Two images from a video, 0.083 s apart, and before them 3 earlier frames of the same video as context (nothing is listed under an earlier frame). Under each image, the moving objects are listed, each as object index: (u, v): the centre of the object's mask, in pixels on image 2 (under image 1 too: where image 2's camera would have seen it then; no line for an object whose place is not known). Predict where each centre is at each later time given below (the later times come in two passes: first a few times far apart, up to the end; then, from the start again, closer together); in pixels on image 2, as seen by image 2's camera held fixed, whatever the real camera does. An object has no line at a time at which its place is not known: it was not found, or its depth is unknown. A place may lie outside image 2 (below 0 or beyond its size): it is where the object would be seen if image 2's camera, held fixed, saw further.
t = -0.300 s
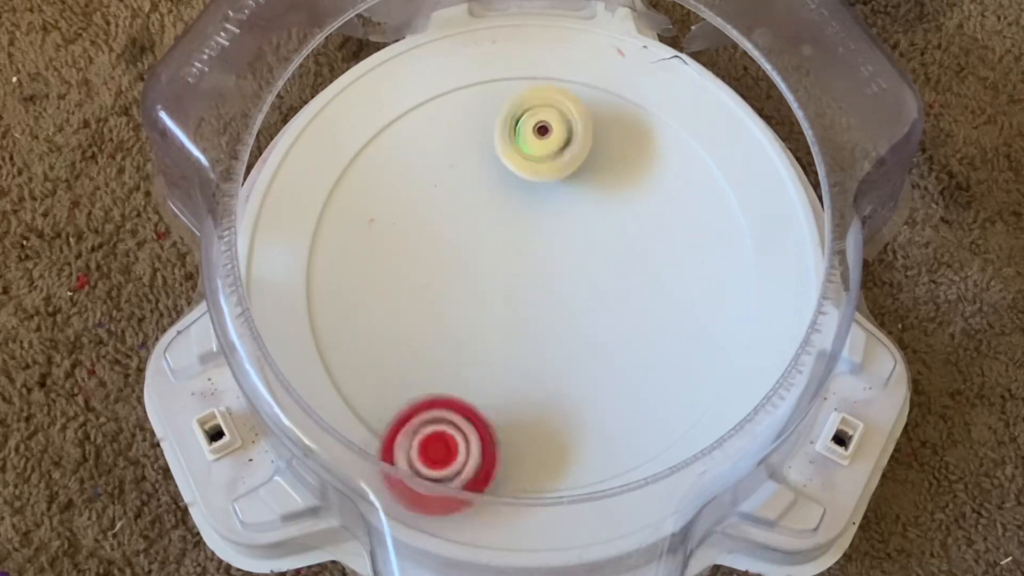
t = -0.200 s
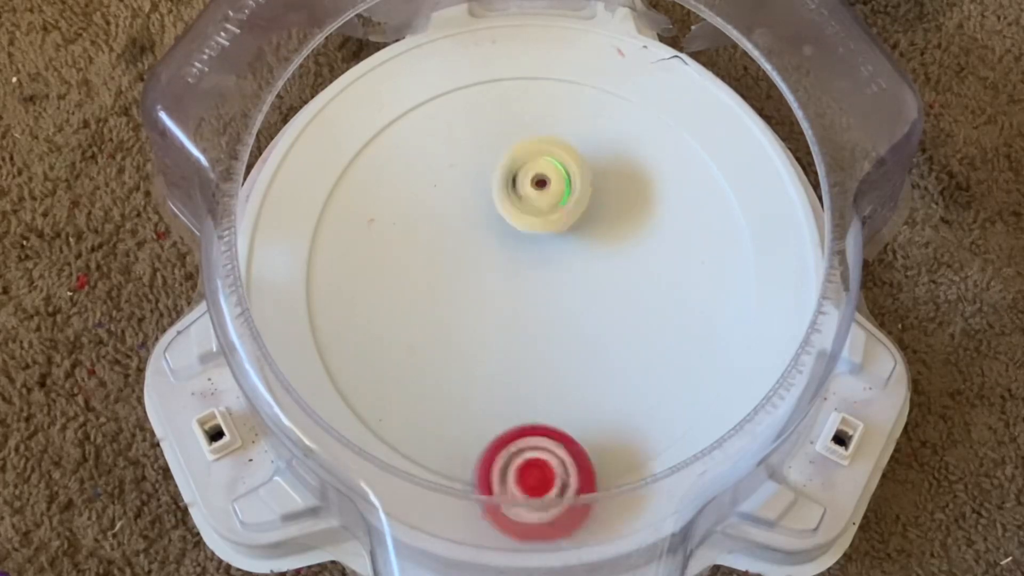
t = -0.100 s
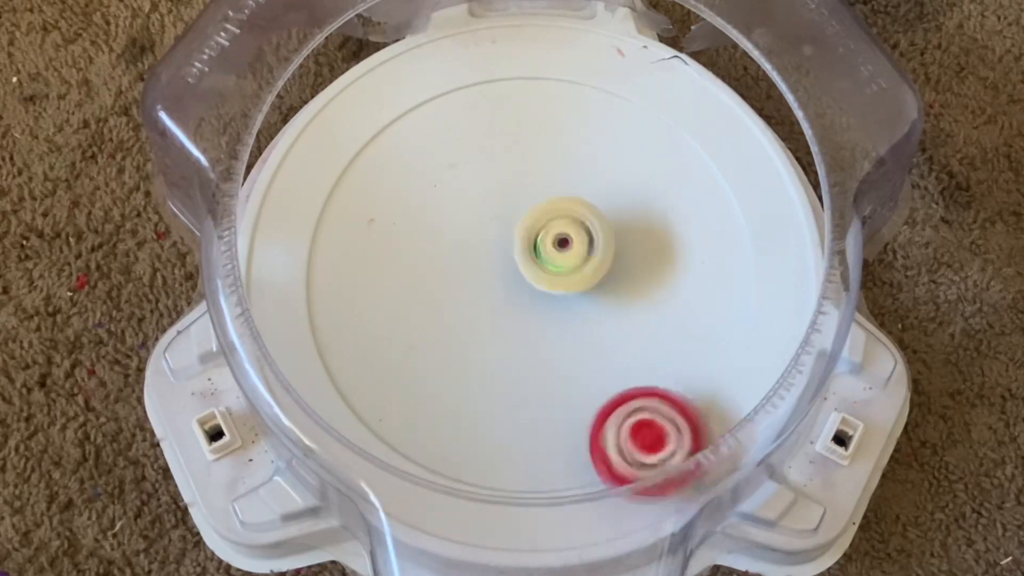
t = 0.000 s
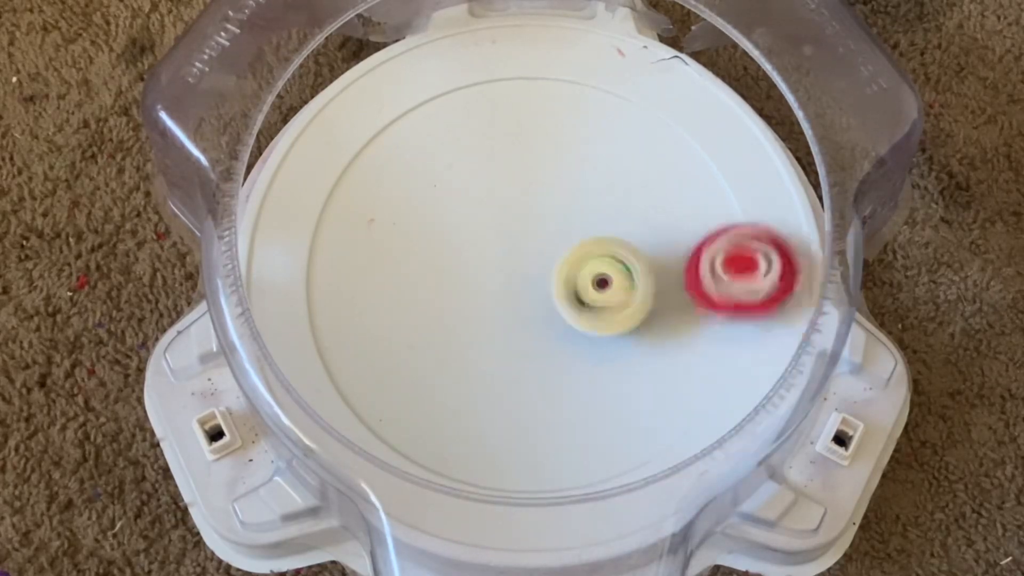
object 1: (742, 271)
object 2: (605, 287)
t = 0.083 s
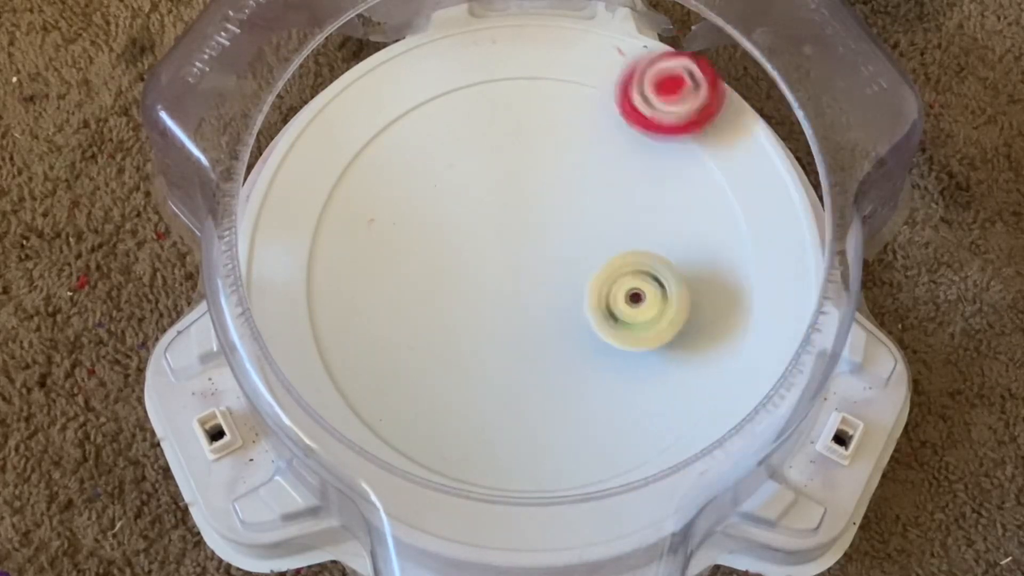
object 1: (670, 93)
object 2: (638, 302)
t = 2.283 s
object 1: (477, 275)
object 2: (543, 89)
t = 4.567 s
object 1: (465, 322)
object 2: (523, 162)
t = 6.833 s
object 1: (538, 193)
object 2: (433, 288)
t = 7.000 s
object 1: (533, 192)
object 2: (455, 256)
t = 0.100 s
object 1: (647, 69)
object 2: (644, 303)
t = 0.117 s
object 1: (624, 48)
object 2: (650, 303)
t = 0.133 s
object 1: (599, 38)
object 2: (656, 304)
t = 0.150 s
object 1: (565, 37)
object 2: (660, 303)
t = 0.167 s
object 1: (535, 37)
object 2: (665, 303)
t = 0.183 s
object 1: (504, 40)
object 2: (669, 302)
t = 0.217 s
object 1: (444, 50)
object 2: (678, 300)
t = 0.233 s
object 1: (415, 60)
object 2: (681, 299)
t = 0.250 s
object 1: (387, 74)
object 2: (685, 298)
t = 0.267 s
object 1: (357, 89)
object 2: (688, 296)
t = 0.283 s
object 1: (331, 105)
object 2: (690, 295)
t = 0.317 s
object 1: (294, 154)
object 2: (694, 291)
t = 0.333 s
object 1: (273, 183)
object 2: (694, 288)
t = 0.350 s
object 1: (260, 213)
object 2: (695, 286)
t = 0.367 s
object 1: (278, 238)
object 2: (694, 284)
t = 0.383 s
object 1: (295, 267)
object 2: (692, 281)
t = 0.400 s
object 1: (315, 291)
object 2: (690, 279)
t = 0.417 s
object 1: (337, 318)
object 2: (687, 276)
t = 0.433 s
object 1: (359, 340)
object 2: (682, 273)
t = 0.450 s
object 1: (382, 362)
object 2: (677, 271)
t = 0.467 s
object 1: (407, 380)
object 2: (671, 269)
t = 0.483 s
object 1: (430, 396)
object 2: (664, 267)
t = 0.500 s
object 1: (455, 411)
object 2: (657, 266)
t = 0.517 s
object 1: (479, 423)
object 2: (650, 266)
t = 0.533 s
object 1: (503, 433)
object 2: (641, 267)
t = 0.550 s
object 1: (527, 439)
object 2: (632, 267)
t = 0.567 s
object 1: (551, 443)
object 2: (622, 269)
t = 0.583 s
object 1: (573, 443)
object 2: (612, 272)
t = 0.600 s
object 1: (594, 441)
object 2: (602, 274)
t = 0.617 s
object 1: (614, 436)
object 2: (592, 278)
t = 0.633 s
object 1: (633, 429)
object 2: (582, 282)
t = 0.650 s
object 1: (652, 422)
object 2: (572, 287)
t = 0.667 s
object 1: (668, 409)
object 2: (562, 292)
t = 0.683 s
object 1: (683, 396)
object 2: (553, 297)
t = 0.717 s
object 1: (706, 367)
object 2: (536, 310)
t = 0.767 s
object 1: (725, 325)
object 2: (514, 330)
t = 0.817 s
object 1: (730, 284)
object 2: (500, 349)
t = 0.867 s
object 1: (722, 253)
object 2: (493, 366)
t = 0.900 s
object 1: (712, 235)
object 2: (490, 376)
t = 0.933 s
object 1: (700, 220)
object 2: (490, 385)
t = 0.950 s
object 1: (694, 214)
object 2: (490, 388)
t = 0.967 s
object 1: (687, 209)
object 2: (491, 392)
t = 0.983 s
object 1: (679, 204)
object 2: (492, 395)
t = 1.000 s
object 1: (671, 200)
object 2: (493, 397)
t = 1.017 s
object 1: (663, 196)
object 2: (493, 399)
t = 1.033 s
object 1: (656, 193)
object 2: (494, 400)
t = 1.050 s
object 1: (649, 190)
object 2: (497, 402)
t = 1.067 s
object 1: (641, 188)
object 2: (498, 402)
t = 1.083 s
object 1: (634, 186)
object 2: (500, 402)
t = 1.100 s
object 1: (626, 185)
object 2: (503, 402)
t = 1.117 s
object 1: (619, 185)
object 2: (505, 401)
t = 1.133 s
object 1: (611, 184)
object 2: (507, 400)
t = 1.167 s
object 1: (599, 183)
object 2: (511, 397)
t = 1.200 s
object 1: (588, 184)
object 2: (515, 391)
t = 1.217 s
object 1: (583, 184)
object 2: (517, 388)
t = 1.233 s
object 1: (577, 185)
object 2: (518, 384)
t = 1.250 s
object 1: (572, 184)
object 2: (517, 379)
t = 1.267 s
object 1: (567, 184)
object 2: (517, 374)
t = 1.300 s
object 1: (558, 185)
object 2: (515, 363)
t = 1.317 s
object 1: (553, 186)
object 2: (513, 356)
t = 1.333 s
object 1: (548, 187)
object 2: (512, 349)
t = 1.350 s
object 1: (543, 187)
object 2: (510, 343)
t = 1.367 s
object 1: (538, 188)
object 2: (505, 336)
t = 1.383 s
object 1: (534, 189)
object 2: (502, 328)
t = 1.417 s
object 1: (524, 192)
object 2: (493, 314)
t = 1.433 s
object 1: (520, 193)
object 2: (488, 307)
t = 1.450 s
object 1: (515, 195)
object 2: (484, 301)
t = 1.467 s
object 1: (511, 196)
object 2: (477, 295)
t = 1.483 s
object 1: (506, 199)
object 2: (470, 289)
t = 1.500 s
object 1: (503, 199)
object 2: (465, 283)
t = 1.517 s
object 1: (508, 190)
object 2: (447, 285)
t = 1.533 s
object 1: (524, 173)
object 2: (424, 294)
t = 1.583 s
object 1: (566, 131)
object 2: (353, 335)
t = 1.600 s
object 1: (578, 120)
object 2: (333, 342)
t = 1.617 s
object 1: (585, 111)
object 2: (318, 349)
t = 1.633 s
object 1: (592, 104)
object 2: (302, 359)
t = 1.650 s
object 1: (598, 98)
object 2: (305, 366)
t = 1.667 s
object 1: (602, 93)
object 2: (316, 368)
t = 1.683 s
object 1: (599, 95)
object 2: (332, 368)
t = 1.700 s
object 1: (594, 100)
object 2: (351, 369)
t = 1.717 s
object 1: (590, 107)
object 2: (368, 369)
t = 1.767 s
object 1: (568, 126)
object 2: (430, 364)
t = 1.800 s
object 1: (555, 141)
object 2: (469, 358)
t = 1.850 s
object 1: (537, 163)
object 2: (523, 336)
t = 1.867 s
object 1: (532, 171)
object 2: (540, 326)
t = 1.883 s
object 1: (527, 178)
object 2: (554, 315)
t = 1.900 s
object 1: (523, 185)
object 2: (569, 304)
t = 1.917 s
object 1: (519, 191)
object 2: (579, 290)
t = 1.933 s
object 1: (516, 197)
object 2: (590, 277)
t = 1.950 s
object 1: (513, 203)
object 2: (597, 264)
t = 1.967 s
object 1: (510, 208)
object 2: (607, 250)
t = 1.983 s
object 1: (507, 212)
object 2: (611, 237)
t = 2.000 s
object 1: (505, 216)
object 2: (615, 223)
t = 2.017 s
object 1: (503, 220)
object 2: (617, 211)
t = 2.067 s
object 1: (497, 230)
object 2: (616, 174)
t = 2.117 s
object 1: (493, 240)
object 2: (605, 142)
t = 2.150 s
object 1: (489, 247)
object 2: (595, 125)
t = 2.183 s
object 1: (486, 254)
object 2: (582, 111)
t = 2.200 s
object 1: (485, 258)
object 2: (576, 106)
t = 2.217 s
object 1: (483, 261)
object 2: (570, 100)
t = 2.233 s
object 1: (482, 265)
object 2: (563, 97)
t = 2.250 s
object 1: (480, 268)
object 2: (556, 93)
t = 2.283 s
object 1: (477, 275)
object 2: (543, 89)
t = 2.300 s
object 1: (476, 277)
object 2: (536, 88)
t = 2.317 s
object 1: (475, 281)
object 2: (529, 87)
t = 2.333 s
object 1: (473, 284)
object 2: (522, 88)
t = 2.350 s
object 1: (472, 287)
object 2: (515, 89)
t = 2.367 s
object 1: (471, 290)
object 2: (507, 90)
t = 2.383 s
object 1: (471, 293)
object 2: (500, 93)
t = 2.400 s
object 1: (469, 296)
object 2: (492, 96)
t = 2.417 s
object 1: (469, 299)
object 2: (486, 100)
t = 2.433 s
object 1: (467, 302)
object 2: (478, 104)
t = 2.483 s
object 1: (464, 309)
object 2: (458, 124)
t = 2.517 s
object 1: (463, 314)
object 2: (446, 144)
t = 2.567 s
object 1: (461, 320)
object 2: (439, 181)
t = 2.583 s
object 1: (461, 323)
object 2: (438, 194)
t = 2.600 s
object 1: (460, 324)
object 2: (440, 209)
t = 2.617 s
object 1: (460, 326)
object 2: (442, 222)
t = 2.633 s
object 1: (460, 329)
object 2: (446, 235)
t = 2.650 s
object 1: (461, 340)
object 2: (449, 239)
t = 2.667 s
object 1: (462, 349)
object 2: (455, 245)
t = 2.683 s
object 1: (463, 358)
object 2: (459, 248)
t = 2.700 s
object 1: (465, 365)
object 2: (464, 252)
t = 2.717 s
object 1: (468, 370)
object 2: (469, 256)
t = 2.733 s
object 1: (470, 373)
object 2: (474, 259)
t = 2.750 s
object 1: (472, 376)
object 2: (479, 262)
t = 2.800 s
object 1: (476, 379)
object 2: (494, 271)
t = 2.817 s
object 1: (477, 380)
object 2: (500, 274)
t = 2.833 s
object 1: (478, 379)
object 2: (504, 276)
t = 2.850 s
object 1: (479, 380)
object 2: (509, 278)
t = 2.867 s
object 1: (478, 384)
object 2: (514, 275)
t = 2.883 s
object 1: (475, 390)
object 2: (522, 268)
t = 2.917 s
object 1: (471, 401)
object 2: (536, 254)
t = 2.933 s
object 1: (470, 404)
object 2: (542, 250)
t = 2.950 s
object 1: (469, 405)
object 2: (547, 245)
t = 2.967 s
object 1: (469, 405)
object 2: (553, 241)
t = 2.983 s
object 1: (471, 405)
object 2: (556, 237)
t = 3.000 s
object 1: (472, 403)
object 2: (559, 235)
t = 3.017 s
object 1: (475, 402)
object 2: (564, 233)
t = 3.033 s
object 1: (477, 401)
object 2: (564, 232)
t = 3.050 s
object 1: (479, 400)
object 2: (566, 232)
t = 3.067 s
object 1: (481, 399)
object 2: (566, 232)
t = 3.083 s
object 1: (483, 397)
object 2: (566, 232)
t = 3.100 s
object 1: (485, 396)
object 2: (564, 232)
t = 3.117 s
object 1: (487, 394)
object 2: (562, 233)
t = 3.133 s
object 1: (489, 391)
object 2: (560, 234)
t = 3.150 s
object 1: (491, 389)
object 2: (556, 234)
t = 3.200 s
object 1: (498, 382)
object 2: (545, 234)
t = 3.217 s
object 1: (500, 379)
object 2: (540, 234)
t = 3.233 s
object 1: (503, 377)
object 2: (535, 233)
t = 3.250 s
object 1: (505, 373)
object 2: (532, 232)
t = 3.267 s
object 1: (507, 370)
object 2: (528, 229)
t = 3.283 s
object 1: (509, 367)
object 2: (524, 228)
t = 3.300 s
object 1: (512, 363)
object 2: (522, 226)
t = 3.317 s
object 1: (514, 360)
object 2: (520, 222)
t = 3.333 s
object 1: (516, 357)
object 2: (518, 220)
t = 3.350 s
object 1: (519, 353)
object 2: (516, 219)
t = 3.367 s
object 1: (522, 350)
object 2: (516, 215)
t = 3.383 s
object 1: (524, 344)
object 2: (515, 213)
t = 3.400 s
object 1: (527, 341)
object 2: (515, 211)
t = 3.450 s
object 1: (535, 325)
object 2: (515, 207)
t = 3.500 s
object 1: (542, 309)
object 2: (516, 203)
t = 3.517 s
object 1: (545, 304)
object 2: (515, 203)
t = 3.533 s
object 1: (547, 299)
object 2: (517, 202)
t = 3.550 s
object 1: (550, 303)
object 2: (515, 193)
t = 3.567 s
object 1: (553, 325)
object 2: (515, 171)
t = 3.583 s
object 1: (557, 349)
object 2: (516, 147)
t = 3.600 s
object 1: (561, 365)
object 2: (516, 127)
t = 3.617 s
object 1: (565, 381)
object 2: (517, 108)
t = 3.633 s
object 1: (568, 393)
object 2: (519, 90)
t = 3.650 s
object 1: (573, 400)
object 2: (521, 75)
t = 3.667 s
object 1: (579, 406)
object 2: (523, 62)
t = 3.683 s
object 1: (585, 408)
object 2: (524, 51)
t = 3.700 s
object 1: (592, 409)
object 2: (527, 45)
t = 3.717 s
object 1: (600, 408)
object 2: (529, 46)
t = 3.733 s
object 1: (605, 408)
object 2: (530, 54)
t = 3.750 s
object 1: (610, 406)
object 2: (530, 58)
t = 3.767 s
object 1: (614, 404)
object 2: (533, 63)
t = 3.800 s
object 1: (620, 401)
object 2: (533, 79)
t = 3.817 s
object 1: (622, 399)
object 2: (536, 88)
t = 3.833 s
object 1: (624, 397)
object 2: (538, 97)
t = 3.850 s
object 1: (625, 395)
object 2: (541, 107)
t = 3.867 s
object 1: (626, 392)
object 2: (543, 119)
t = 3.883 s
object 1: (627, 390)
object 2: (547, 130)
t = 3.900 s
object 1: (627, 388)
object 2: (552, 141)
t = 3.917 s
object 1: (627, 386)
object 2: (555, 153)
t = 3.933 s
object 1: (628, 384)
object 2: (561, 165)
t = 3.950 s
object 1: (628, 381)
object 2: (568, 178)
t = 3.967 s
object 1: (628, 379)
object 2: (573, 189)
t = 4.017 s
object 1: (627, 371)
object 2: (595, 228)
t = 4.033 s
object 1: (626, 369)
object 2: (598, 242)
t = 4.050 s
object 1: (626, 366)
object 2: (601, 255)
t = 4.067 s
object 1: (624, 366)
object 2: (608, 267)
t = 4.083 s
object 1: (621, 372)
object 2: (612, 270)
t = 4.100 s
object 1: (611, 381)
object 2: (618, 264)
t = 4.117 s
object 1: (598, 396)
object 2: (626, 254)
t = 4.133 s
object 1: (583, 401)
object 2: (632, 249)
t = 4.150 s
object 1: (571, 406)
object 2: (639, 238)
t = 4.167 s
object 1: (556, 411)
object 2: (643, 226)
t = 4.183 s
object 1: (544, 412)
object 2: (648, 217)
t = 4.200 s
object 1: (532, 416)
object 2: (651, 208)
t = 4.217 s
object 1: (521, 416)
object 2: (654, 201)
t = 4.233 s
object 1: (513, 418)
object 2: (654, 191)
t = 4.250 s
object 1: (502, 418)
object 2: (653, 184)
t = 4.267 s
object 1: (494, 416)
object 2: (652, 175)
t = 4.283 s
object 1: (487, 414)
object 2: (647, 166)
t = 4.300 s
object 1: (480, 411)
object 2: (642, 159)
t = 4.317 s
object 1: (475, 407)
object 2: (636, 154)
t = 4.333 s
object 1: (471, 403)
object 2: (632, 148)
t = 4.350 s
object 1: (469, 398)
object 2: (622, 142)
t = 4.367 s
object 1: (468, 394)
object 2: (614, 138)
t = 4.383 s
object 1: (467, 389)
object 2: (608, 135)
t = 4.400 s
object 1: (468, 385)
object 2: (598, 132)
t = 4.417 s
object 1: (466, 380)
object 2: (588, 132)
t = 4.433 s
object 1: (466, 375)
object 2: (579, 131)
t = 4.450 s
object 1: (467, 371)
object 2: (571, 131)
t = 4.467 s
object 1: (465, 365)
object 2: (561, 133)
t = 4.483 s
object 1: (464, 358)
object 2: (553, 136)
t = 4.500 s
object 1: (464, 352)
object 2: (545, 139)
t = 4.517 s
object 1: (465, 346)
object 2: (539, 144)
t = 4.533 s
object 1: (464, 339)
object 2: (533, 149)
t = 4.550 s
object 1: (464, 331)
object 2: (528, 155)
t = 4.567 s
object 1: (465, 322)
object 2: (523, 162)
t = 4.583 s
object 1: (467, 315)
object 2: (520, 170)
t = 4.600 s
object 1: (467, 308)
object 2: (517, 179)
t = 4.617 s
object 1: (467, 300)
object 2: (516, 188)
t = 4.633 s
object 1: (468, 291)
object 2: (515, 200)
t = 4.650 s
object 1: (459, 293)
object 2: (521, 202)
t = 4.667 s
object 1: (436, 308)
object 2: (542, 192)
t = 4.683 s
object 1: (414, 320)
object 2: (560, 182)
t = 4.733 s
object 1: (365, 339)
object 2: (614, 162)
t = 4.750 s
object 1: (355, 342)
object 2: (628, 153)
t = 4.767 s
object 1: (348, 346)
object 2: (645, 148)
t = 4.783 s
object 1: (340, 350)
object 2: (658, 142)
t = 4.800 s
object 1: (336, 354)
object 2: (673, 136)
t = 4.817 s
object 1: (333, 359)
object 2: (683, 129)
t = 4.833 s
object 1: (333, 361)
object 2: (691, 125)
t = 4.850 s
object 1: (332, 365)
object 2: (700, 123)
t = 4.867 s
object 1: (332, 366)
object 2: (708, 121)
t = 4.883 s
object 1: (333, 366)
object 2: (714, 120)
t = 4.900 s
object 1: (334, 367)
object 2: (719, 120)
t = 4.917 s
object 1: (335, 368)
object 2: (724, 120)
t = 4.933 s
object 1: (336, 369)
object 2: (727, 120)
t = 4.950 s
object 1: (338, 370)
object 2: (728, 121)
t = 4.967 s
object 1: (343, 372)
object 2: (729, 123)
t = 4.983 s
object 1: (347, 374)
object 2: (728, 126)
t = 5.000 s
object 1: (356, 374)
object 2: (728, 132)
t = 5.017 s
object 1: (365, 373)
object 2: (726, 134)
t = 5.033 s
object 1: (375, 370)
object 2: (723, 139)
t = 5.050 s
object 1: (384, 367)
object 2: (719, 145)
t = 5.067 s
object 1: (394, 361)
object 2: (711, 150)
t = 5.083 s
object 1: (404, 354)
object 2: (704, 158)
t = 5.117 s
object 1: (426, 341)
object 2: (688, 173)
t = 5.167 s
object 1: (455, 314)
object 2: (653, 203)
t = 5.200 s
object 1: (471, 293)
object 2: (627, 228)
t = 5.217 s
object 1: (476, 282)
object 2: (609, 240)
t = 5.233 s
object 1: (482, 271)
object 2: (593, 252)
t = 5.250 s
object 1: (486, 260)
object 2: (579, 264)
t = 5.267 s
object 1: (484, 245)
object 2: (564, 273)
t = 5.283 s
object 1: (482, 229)
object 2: (558, 289)
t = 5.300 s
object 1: (474, 210)
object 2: (553, 307)
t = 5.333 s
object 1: (460, 177)
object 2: (544, 335)
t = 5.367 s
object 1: (454, 150)
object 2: (538, 359)
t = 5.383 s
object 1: (451, 139)
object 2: (533, 371)
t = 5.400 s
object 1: (449, 130)
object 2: (528, 383)
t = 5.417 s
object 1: (447, 124)
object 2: (523, 401)
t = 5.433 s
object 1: (444, 121)
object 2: (526, 405)
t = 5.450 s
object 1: (440, 120)
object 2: (519, 414)
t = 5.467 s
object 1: (436, 119)
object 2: (519, 415)
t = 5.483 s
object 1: (433, 119)
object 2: (519, 422)
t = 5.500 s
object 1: (431, 119)
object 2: (515, 427)
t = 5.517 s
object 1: (429, 120)
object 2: (516, 430)
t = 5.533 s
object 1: (428, 122)
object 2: (516, 424)
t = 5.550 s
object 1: (428, 125)
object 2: (517, 425)
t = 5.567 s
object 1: (428, 129)
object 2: (518, 424)
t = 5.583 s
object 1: (428, 135)
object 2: (521, 418)
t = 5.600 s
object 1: (429, 139)
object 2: (523, 416)
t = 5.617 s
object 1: (430, 144)
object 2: (527, 402)
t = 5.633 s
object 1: (433, 149)
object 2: (530, 396)
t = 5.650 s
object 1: (437, 154)
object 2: (533, 387)
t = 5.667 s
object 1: (442, 159)
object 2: (537, 374)
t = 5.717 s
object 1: (460, 173)
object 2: (548, 343)
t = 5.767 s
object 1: (483, 187)
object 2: (563, 306)
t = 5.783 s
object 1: (491, 191)
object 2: (564, 295)
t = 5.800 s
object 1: (499, 194)
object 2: (570, 283)
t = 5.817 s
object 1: (507, 194)
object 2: (573, 273)
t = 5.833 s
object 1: (514, 194)
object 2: (576, 266)
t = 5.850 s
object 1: (521, 192)
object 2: (579, 257)
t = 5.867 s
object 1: (526, 189)
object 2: (581, 253)
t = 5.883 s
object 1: (530, 186)
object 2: (585, 246)
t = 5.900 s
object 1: (534, 182)
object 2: (587, 245)
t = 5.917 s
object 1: (537, 178)
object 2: (591, 244)
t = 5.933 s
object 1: (541, 175)
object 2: (593, 245)
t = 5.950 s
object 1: (544, 172)
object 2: (594, 246)
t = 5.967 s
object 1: (545, 170)
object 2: (594, 247)
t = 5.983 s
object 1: (544, 169)
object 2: (596, 249)
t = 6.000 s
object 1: (544, 168)
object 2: (594, 251)
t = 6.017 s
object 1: (543, 167)
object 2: (595, 253)
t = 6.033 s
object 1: (541, 167)
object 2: (593, 253)
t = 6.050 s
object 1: (539, 167)
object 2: (594, 255)
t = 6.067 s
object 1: (537, 167)
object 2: (592, 255)
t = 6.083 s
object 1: (535, 168)
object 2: (594, 257)
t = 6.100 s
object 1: (534, 170)
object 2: (592, 255)
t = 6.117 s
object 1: (533, 172)
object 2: (590, 258)
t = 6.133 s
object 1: (532, 175)
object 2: (591, 258)
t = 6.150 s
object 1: (531, 180)
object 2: (589, 263)
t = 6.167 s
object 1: (530, 183)
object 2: (589, 261)
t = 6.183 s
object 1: (529, 187)
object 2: (585, 263)
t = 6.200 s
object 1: (528, 189)
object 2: (586, 265)
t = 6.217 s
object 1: (528, 191)
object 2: (583, 268)
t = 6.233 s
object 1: (527, 191)
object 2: (582, 268)
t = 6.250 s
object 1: (527, 191)
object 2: (579, 271)
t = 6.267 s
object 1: (527, 191)
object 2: (577, 273)
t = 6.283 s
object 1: (528, 191)
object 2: (574, 275)
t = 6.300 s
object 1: (528, 191)
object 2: (571, 277)
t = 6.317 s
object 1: (529, 191)
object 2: (567, 281)
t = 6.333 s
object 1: (529, 192)
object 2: (563, 283)
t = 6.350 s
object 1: (530, 192)
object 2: (559, 286)
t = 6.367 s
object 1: (531, 192)
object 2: (553, 288)
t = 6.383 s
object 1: (532, 192)
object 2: (549, 292)
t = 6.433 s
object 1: (534, 192)
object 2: (532, 300)
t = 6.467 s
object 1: (536, 192)
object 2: (520, 306)
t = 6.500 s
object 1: (538, 193)
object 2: (507, 310)
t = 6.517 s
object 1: (538, 193)
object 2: (501, 311)
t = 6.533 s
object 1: (539, 193)
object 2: (495, 313)
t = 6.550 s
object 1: (540, 193)
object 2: (489, 314)
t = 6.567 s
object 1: (540, 193)
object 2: (483, 314)
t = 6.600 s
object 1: (542, 193)
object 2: (472, 315)
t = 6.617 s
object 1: (542, 193)
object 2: (466, 314)
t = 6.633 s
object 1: (542, 193)
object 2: (461, 314)
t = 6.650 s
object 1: (543, 193)
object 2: (457, 311)
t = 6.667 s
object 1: (543, 193)
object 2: (451, 311)
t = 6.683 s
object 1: (542, 193)
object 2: (448, 309)
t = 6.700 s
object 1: (542, 193)
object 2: (445, 308)
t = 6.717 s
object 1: (542, 193)
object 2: (443, 304)
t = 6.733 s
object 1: (541, 193)
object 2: (440, 302)
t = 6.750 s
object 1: (541, 193)
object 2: (438, 301)
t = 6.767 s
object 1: (540, 193)
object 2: (435, 298)
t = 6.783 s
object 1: (540, 193)
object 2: (435, 296)
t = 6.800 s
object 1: (539, 193)
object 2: (434, 293)
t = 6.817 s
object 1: (539, 193)
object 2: (433, 290)
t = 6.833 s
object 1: (538, 193)
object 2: (433, 288)
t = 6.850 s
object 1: (538, 193)
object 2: (434, 285)
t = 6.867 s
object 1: (538, 193)
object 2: (435, 281)
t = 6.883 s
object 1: (537, 193)
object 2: (436, 277)
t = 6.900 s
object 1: (537, 193)
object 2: (437, 274)
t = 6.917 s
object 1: (536, 192)
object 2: (439, 271)
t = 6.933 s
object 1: (535, 193)
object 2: (441, 268)
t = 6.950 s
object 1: (535, 192)
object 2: (445, 266)
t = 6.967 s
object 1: (534, 192)
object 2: (447, 261)
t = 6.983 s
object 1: (534, 192)
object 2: (451, 258)
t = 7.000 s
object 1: (533, 192)
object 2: (455, 256)
